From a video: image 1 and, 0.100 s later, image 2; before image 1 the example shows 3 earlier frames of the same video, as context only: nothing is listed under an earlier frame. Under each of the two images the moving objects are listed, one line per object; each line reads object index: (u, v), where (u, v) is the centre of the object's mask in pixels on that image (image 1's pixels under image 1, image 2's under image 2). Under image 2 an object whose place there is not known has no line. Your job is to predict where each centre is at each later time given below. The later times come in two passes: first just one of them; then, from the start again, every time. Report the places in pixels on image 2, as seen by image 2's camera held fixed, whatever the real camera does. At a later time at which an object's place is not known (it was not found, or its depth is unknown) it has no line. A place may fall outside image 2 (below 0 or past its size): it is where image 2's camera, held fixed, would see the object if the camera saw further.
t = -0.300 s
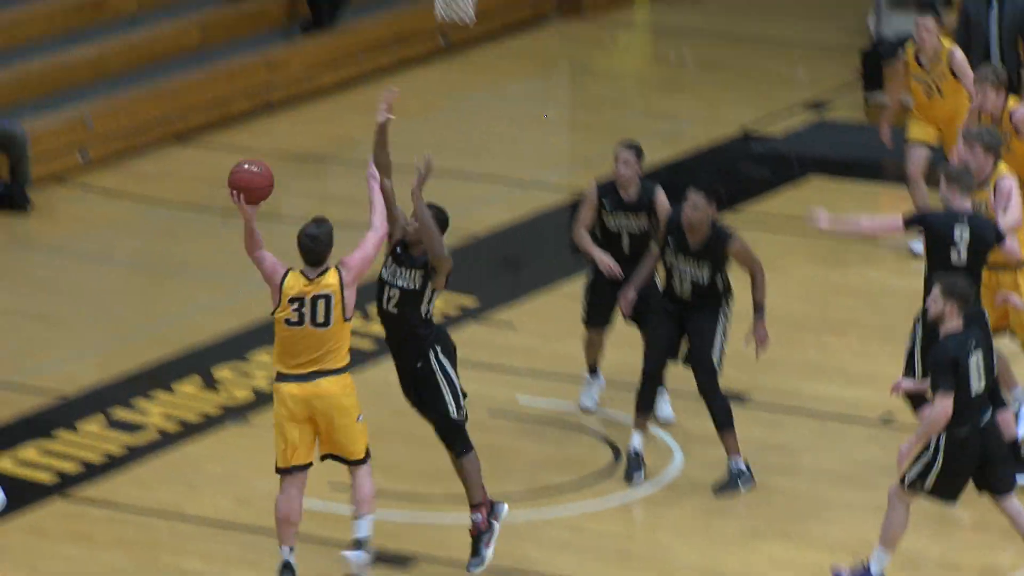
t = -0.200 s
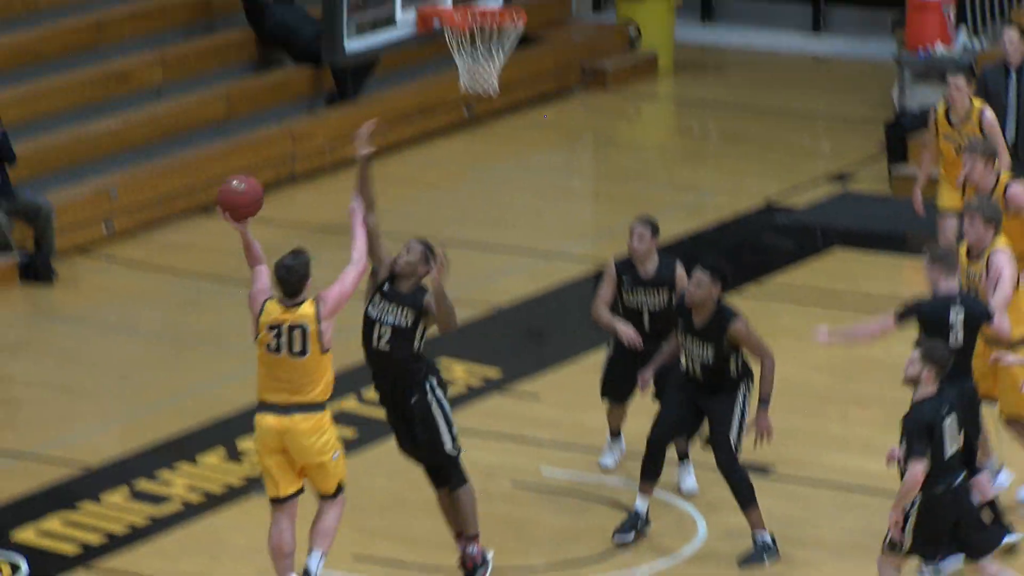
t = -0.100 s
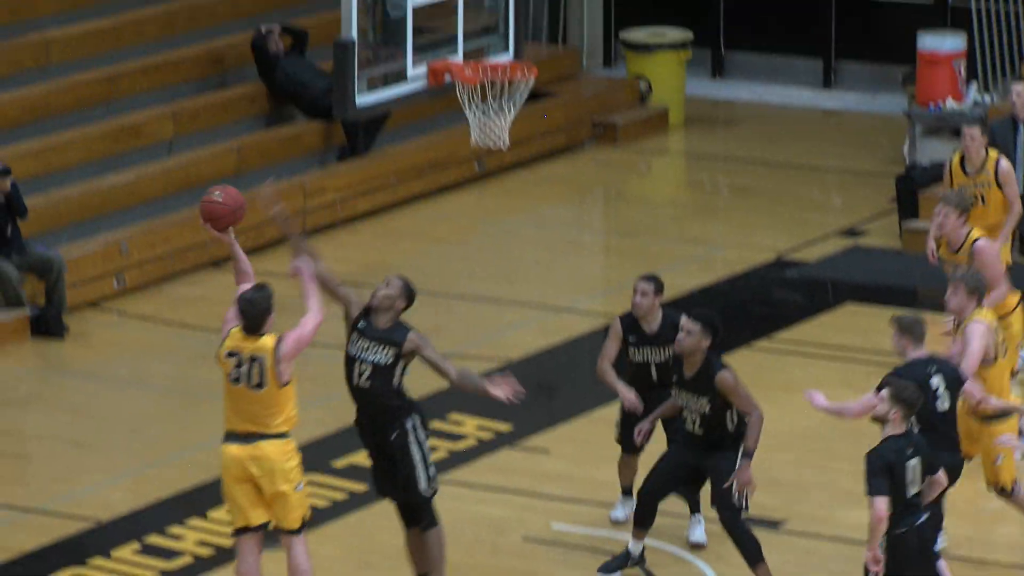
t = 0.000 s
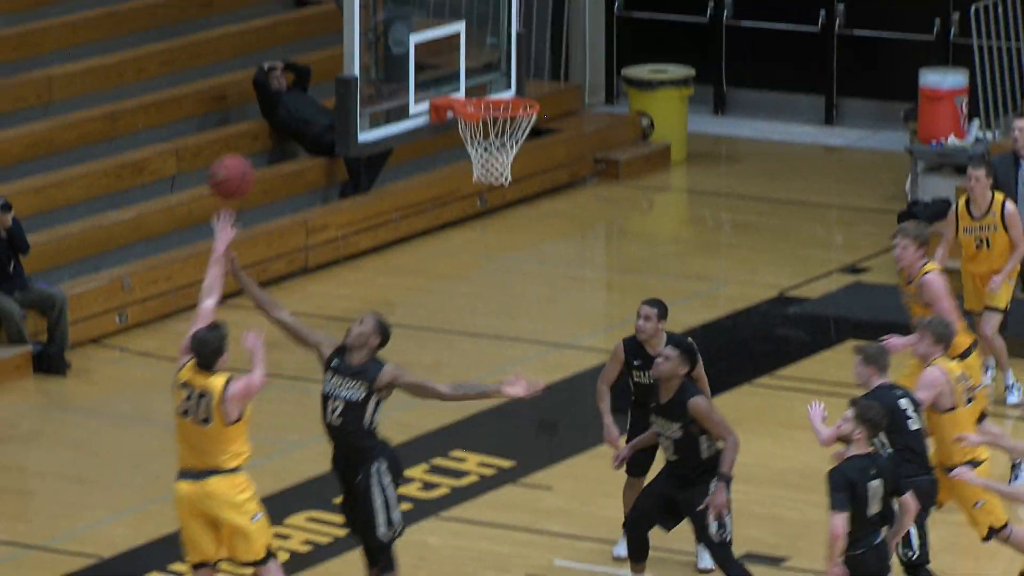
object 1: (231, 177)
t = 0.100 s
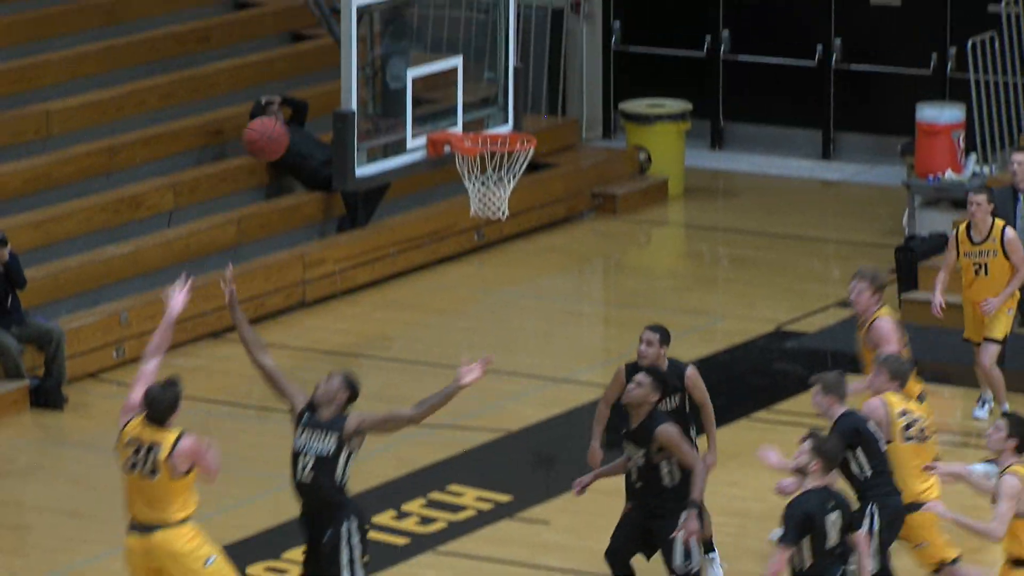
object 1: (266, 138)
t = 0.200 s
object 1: (302, 85)
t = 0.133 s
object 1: (277, 119)
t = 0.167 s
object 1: (289, 101)
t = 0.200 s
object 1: (302, 85)
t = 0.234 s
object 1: (314, 71)
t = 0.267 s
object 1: (325, 60)
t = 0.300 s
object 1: (337, 51)
